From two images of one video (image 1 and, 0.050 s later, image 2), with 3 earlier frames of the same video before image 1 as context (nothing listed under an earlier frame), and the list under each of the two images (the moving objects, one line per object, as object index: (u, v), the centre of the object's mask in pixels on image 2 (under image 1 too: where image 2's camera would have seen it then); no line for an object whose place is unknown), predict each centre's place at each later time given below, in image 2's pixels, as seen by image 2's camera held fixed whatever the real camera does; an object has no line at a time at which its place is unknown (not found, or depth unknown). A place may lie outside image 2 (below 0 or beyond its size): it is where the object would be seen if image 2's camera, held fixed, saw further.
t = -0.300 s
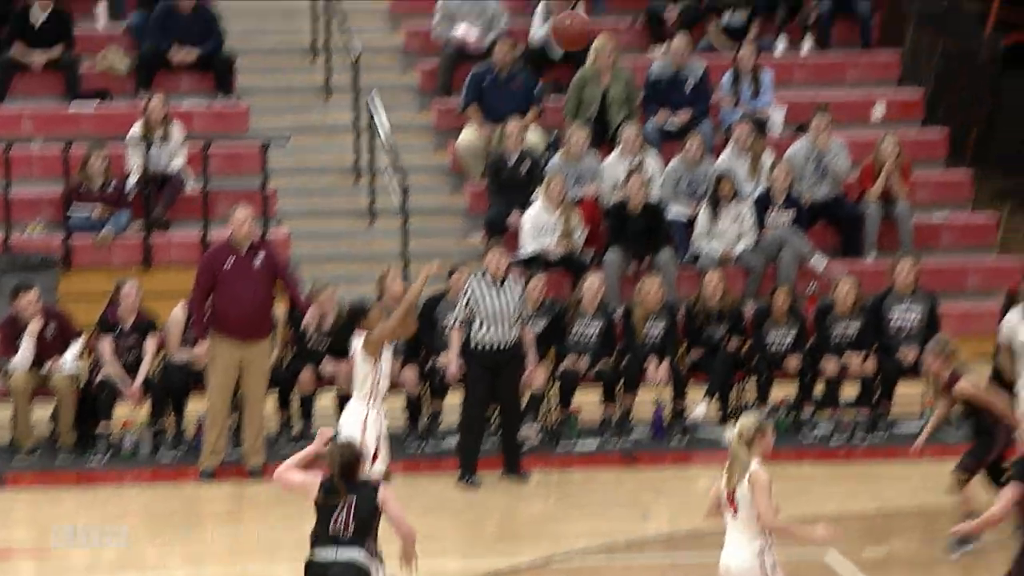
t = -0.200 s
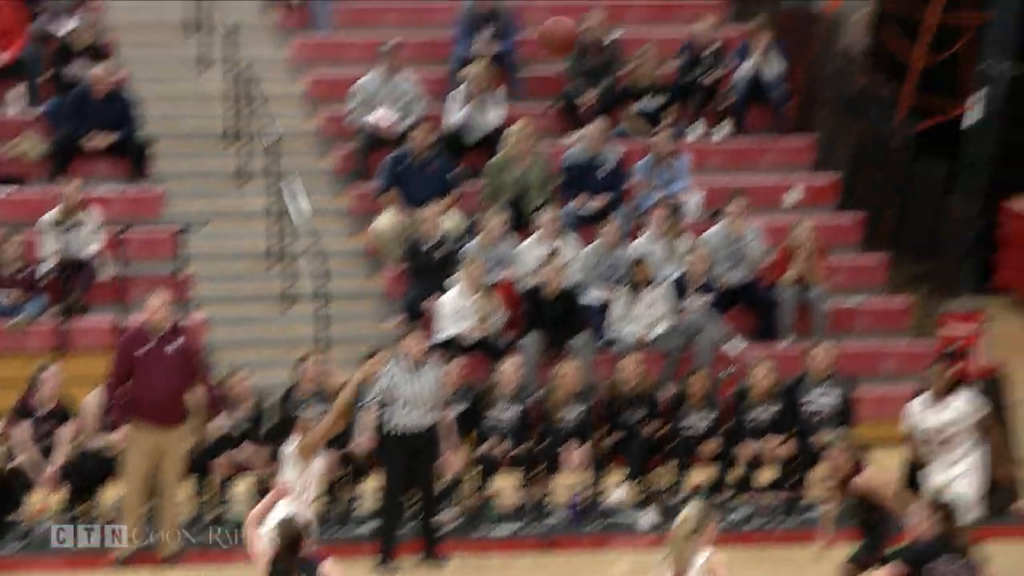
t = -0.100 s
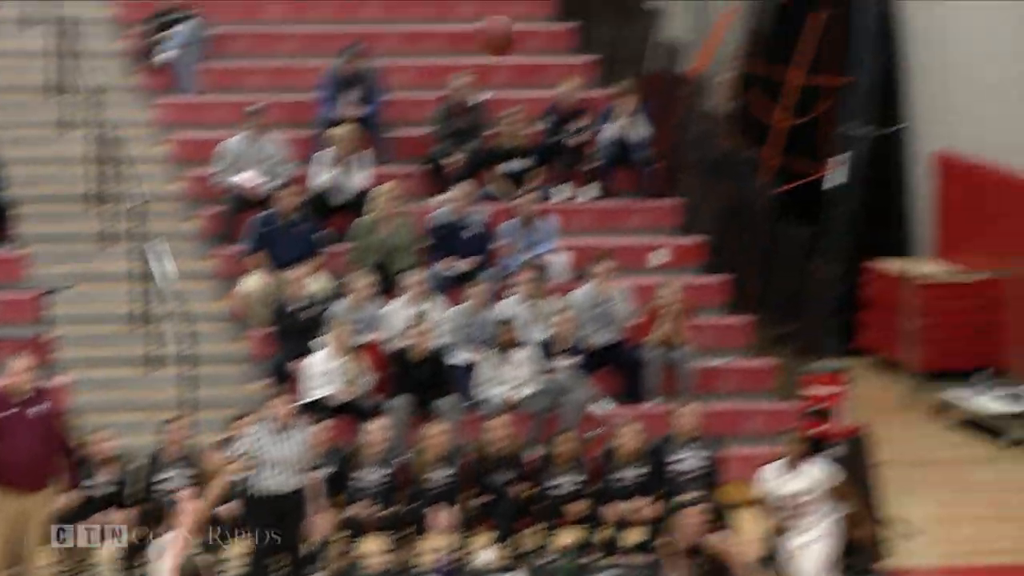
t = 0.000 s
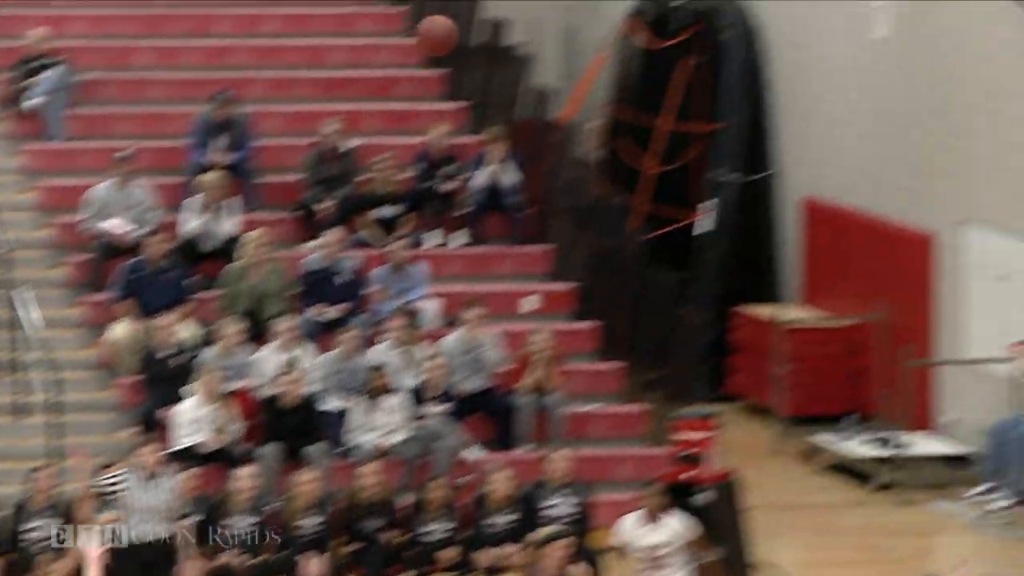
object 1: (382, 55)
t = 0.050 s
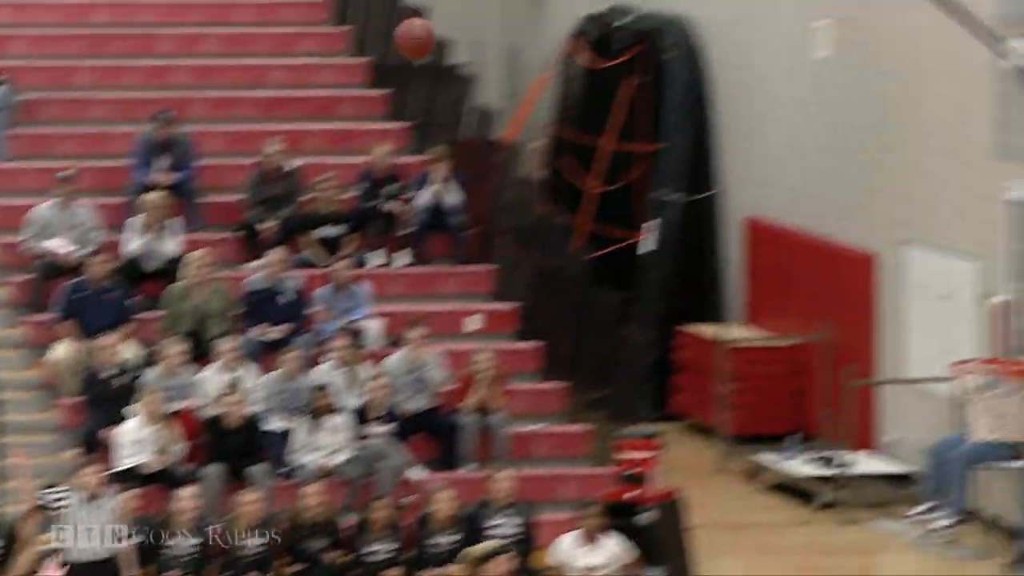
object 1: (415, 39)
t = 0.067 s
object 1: (426, 34)
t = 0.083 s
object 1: (438, 29)
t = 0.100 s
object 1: (450, 26)
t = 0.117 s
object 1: (462, 23)
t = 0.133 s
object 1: (473, 20)
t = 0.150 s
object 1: (486, 17)
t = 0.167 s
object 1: (497, 16)
